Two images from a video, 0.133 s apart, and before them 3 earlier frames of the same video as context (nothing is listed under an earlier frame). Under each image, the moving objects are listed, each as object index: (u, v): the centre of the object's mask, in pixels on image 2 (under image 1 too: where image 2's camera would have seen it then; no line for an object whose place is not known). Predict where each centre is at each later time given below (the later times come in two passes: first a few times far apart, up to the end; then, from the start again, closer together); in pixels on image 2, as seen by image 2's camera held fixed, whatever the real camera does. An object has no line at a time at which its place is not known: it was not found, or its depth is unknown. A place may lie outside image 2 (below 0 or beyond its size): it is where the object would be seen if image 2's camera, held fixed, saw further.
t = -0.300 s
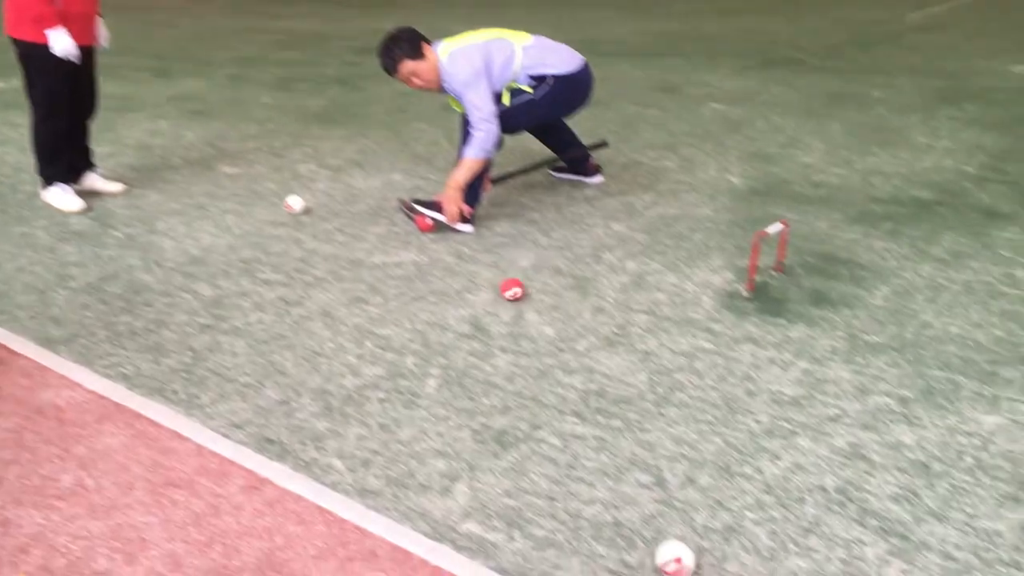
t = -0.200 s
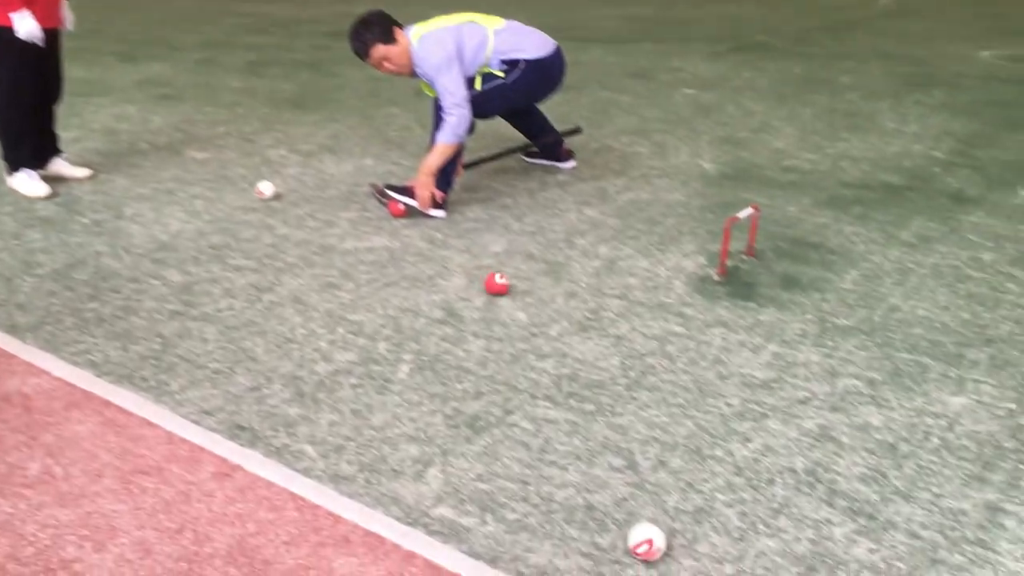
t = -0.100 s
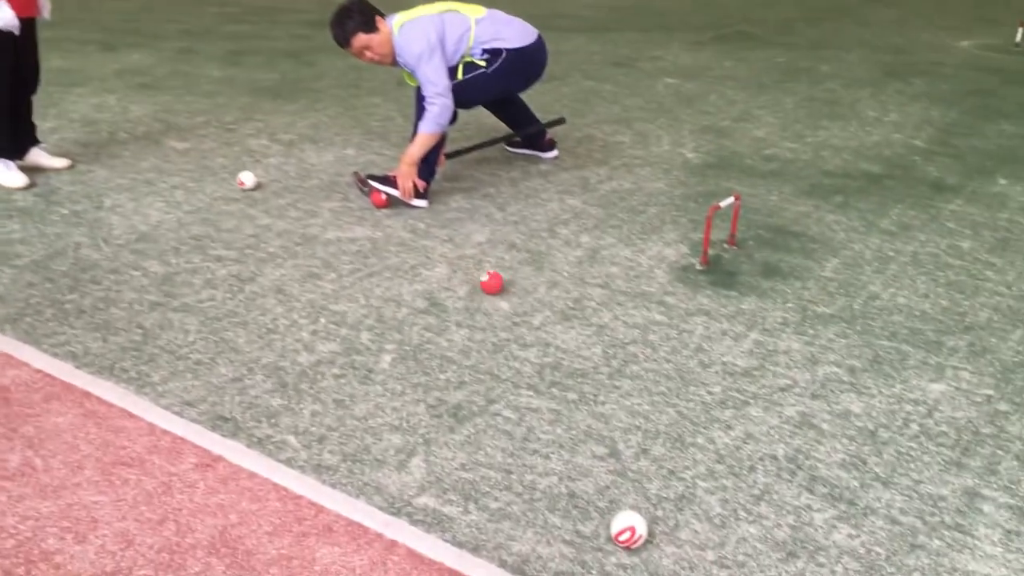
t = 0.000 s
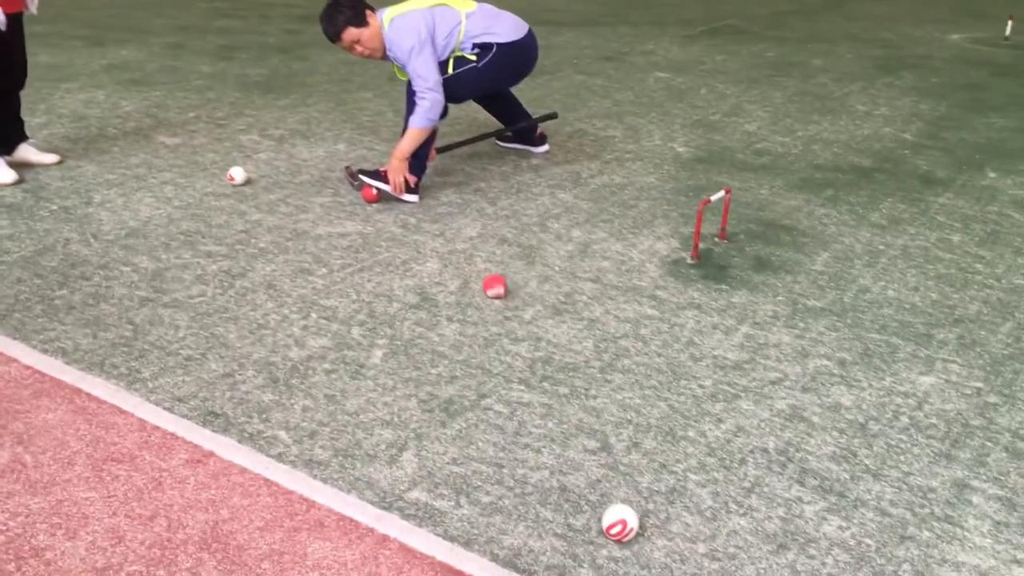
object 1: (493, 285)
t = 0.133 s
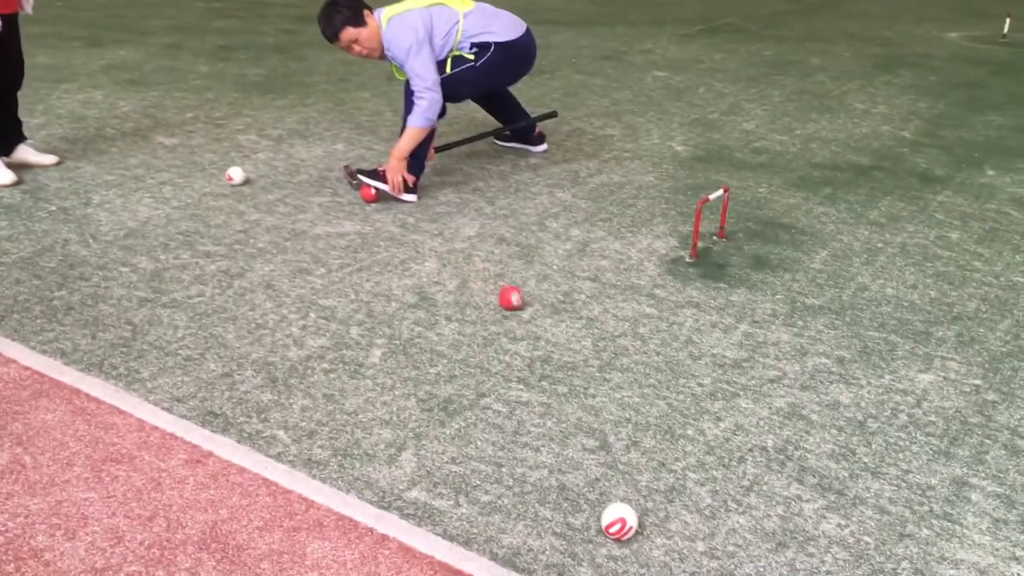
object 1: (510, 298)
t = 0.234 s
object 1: (522, 306)
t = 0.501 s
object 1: (557, 330)
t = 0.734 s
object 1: (588, 350)
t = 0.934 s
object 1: (614, 366)
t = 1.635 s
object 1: (701, 419)
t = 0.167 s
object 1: (514, 301)
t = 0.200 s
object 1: (517, 302)
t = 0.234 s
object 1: (522, 306)
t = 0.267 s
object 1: (527, 309)
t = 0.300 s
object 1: (531, 312)
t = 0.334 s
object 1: (536, 315)
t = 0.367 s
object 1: (539, 318)
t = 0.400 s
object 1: (543, 320)
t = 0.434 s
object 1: (548, 323)
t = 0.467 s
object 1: (552, 326)
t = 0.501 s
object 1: (557, 330)
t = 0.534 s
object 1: (560, 332)
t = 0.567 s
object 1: (565, 335)
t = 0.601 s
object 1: (570, 338)
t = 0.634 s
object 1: (575, 341)
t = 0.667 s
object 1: (580, 344)
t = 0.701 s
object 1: (583, 347)
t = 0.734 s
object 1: (588, 350)
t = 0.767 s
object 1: (592, 352)
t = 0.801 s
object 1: (599, 355)
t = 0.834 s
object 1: (602, 357)
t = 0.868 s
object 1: (606, 361)
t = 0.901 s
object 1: (610, 363)
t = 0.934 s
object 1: (614, 366)
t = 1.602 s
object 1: (696, 416)
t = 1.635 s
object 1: (701, 419)
